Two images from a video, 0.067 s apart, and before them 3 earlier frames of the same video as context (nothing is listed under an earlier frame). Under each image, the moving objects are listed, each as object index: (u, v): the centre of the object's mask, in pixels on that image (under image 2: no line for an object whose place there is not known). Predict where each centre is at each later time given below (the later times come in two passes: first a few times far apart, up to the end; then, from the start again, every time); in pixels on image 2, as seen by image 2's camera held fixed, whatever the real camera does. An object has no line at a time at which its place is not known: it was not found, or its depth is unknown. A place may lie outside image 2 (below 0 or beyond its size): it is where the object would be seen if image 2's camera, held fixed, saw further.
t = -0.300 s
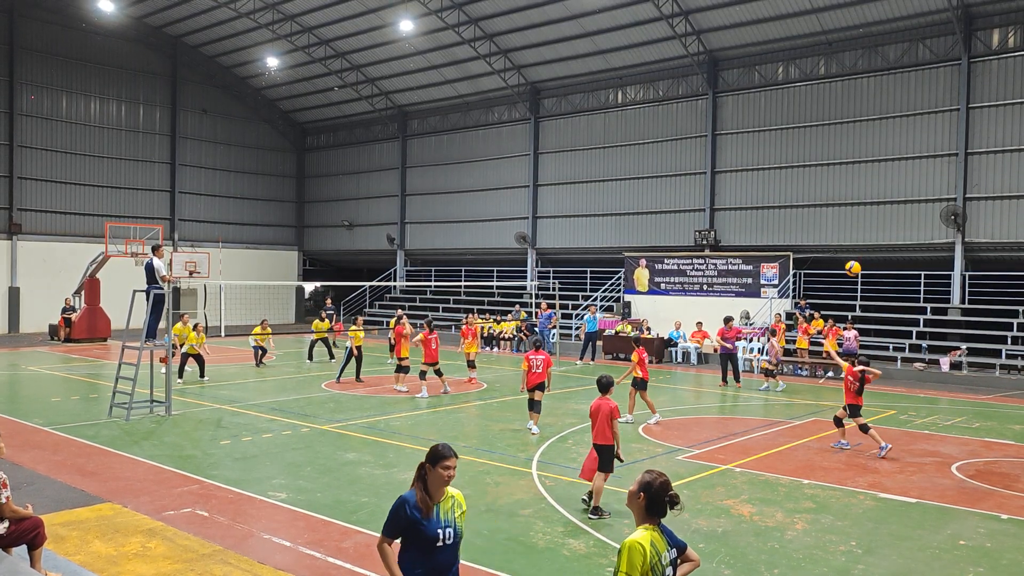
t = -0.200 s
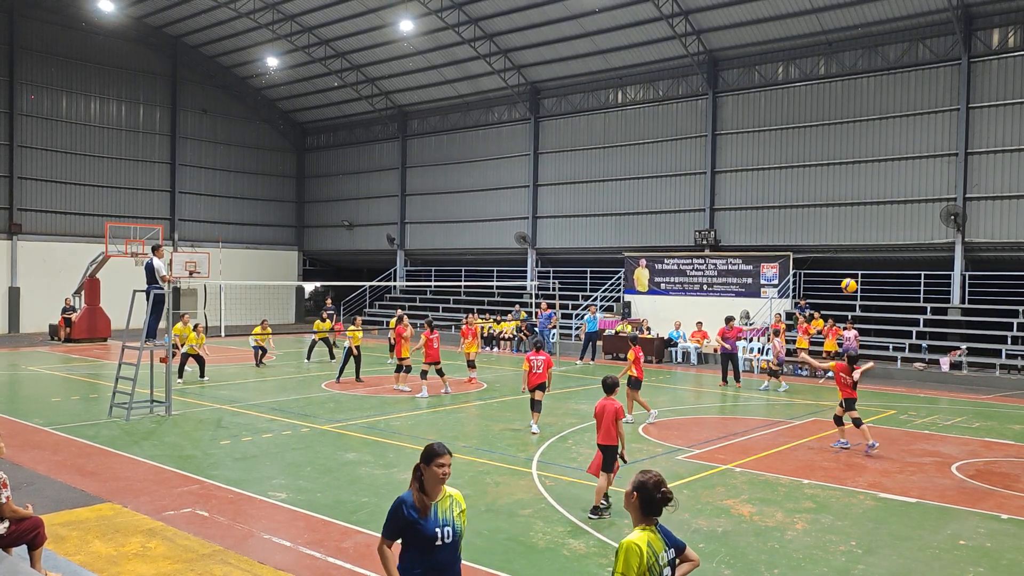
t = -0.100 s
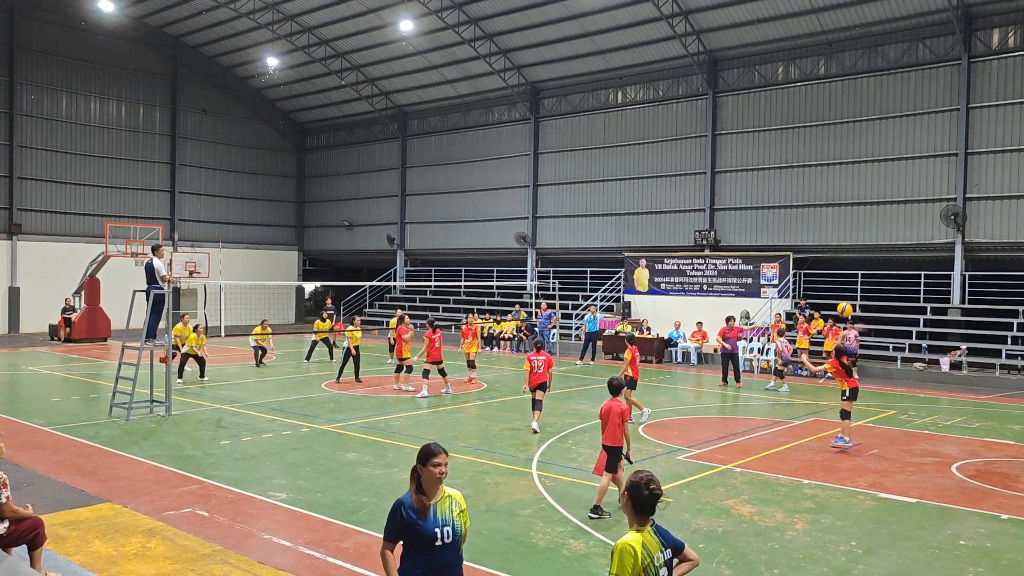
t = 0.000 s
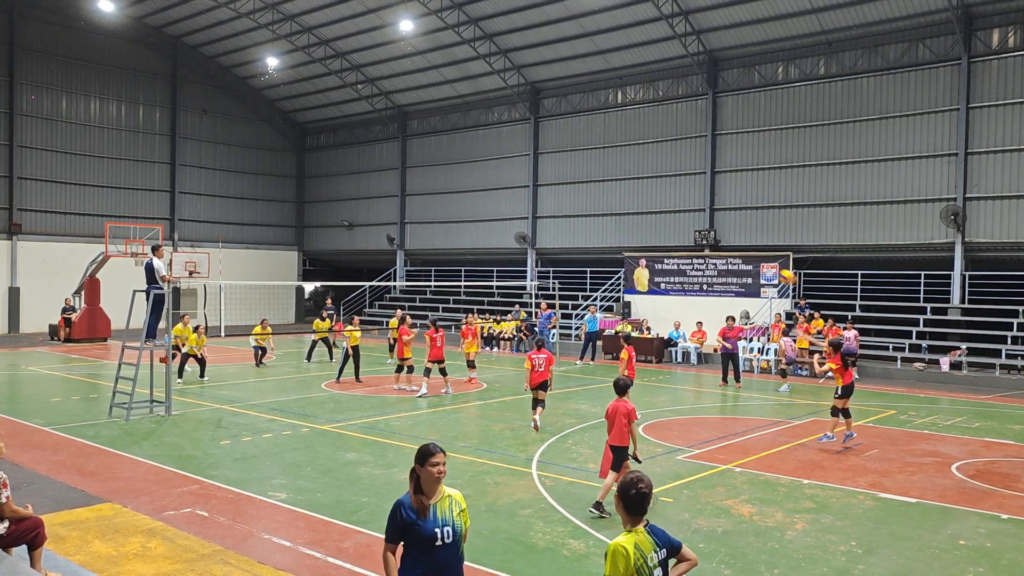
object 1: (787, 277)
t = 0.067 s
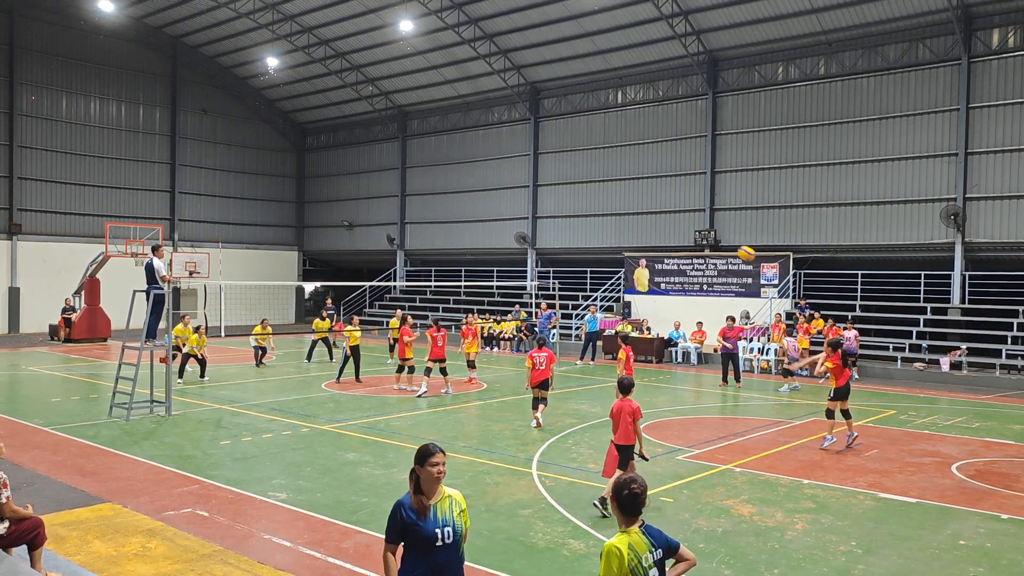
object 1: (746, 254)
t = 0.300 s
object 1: (626, 203)
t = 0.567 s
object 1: (519, 189)
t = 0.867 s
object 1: (425, 213)
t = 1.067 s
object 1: (373, 245)
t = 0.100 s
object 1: (726, 243)
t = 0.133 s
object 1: (709, 234)
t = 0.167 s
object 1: (690, 226)
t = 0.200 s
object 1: (673, 218)
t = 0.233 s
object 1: (657, 212)
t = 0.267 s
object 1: (641, 207)
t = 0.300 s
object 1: (626, 203)
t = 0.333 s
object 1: (611, 199)
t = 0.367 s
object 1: (596, 196)
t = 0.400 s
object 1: (582, 194)
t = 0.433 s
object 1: (569, 191)
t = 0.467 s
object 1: (556, 190)
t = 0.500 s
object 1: (543, 190)
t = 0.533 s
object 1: (531, 189)
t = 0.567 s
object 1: (519, 189)
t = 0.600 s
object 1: (508, 190)
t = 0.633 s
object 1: (496, 191)
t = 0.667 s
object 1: (485, 193)
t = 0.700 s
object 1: (474, 195)
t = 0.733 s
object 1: (464, 198)
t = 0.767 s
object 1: (454, 201)
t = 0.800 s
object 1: (444, 205)
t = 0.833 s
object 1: (434, 209)
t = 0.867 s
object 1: (425, 213)
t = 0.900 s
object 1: (416, 217)
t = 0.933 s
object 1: (407, 222)
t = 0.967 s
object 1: (398, 227)
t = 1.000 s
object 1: (390, 233)
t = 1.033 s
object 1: (381, 238)
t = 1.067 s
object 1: (373, 245)
